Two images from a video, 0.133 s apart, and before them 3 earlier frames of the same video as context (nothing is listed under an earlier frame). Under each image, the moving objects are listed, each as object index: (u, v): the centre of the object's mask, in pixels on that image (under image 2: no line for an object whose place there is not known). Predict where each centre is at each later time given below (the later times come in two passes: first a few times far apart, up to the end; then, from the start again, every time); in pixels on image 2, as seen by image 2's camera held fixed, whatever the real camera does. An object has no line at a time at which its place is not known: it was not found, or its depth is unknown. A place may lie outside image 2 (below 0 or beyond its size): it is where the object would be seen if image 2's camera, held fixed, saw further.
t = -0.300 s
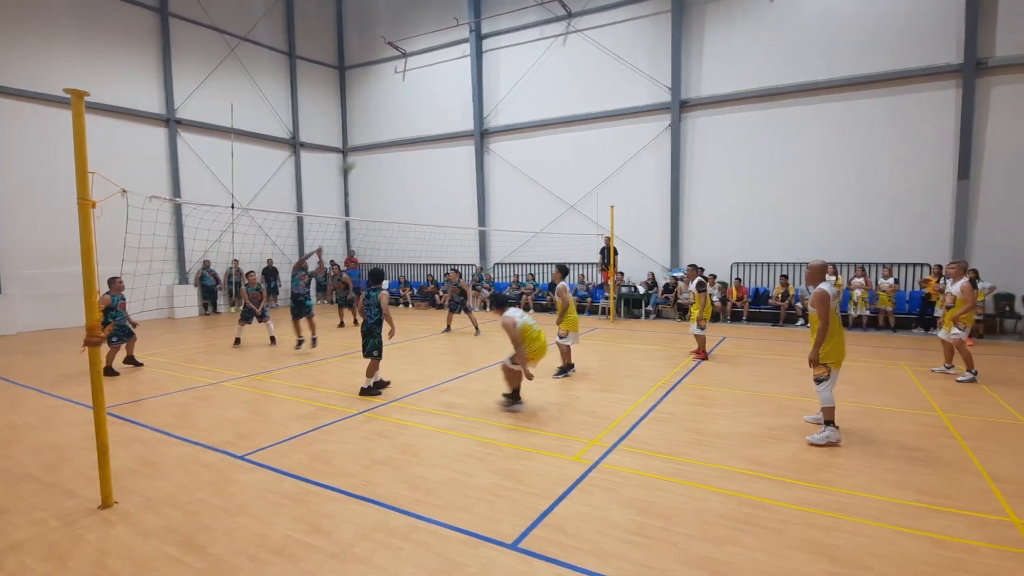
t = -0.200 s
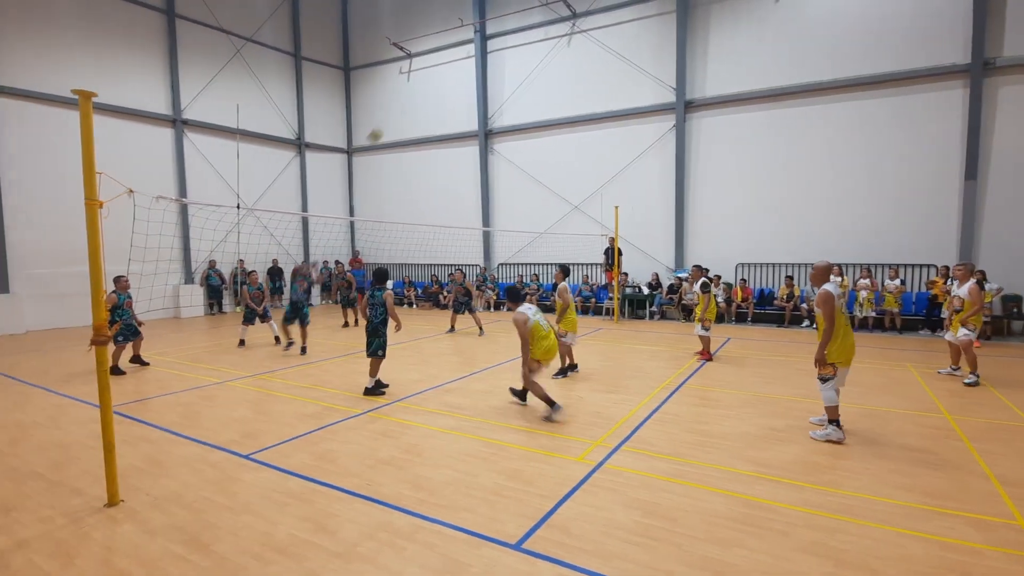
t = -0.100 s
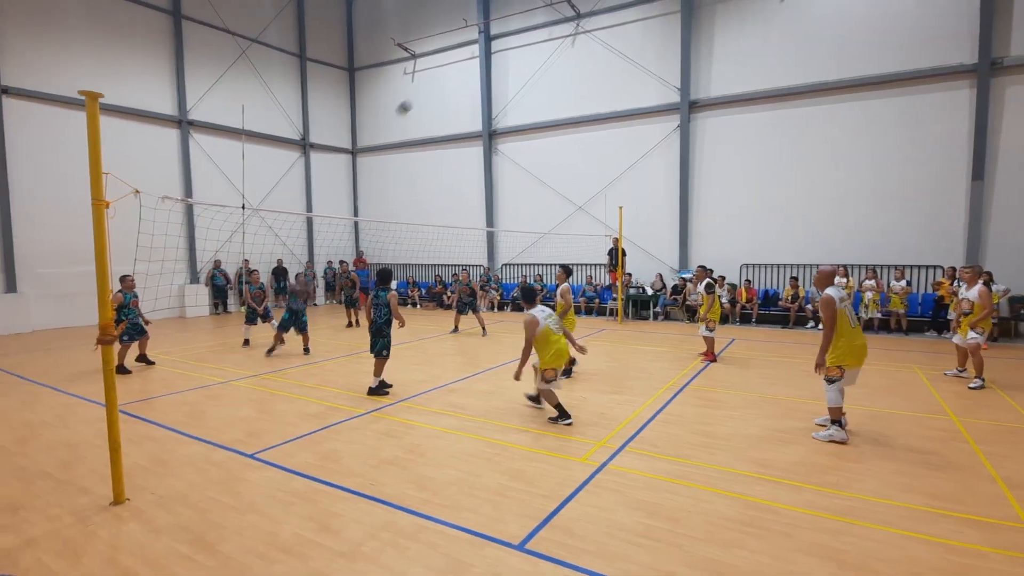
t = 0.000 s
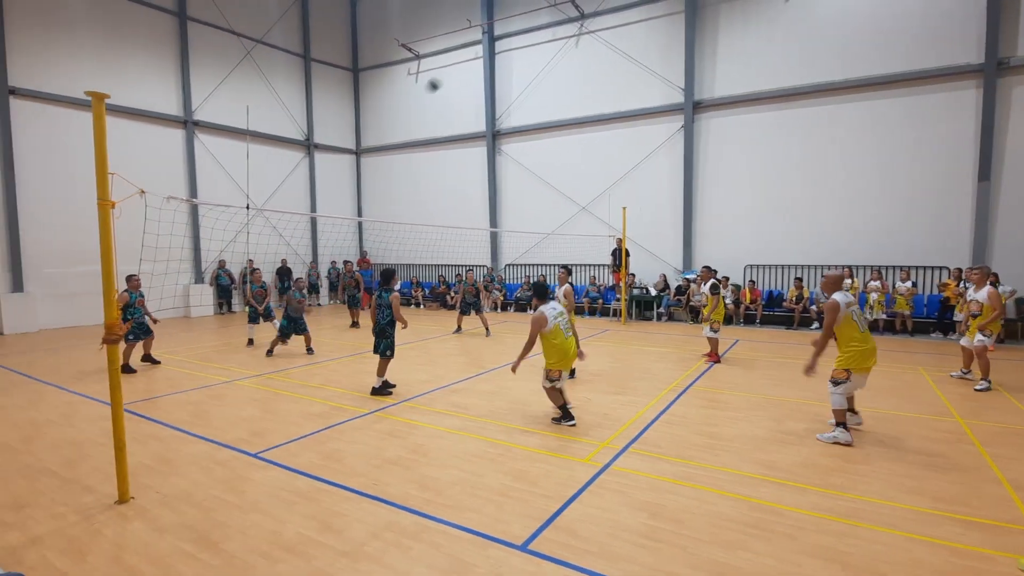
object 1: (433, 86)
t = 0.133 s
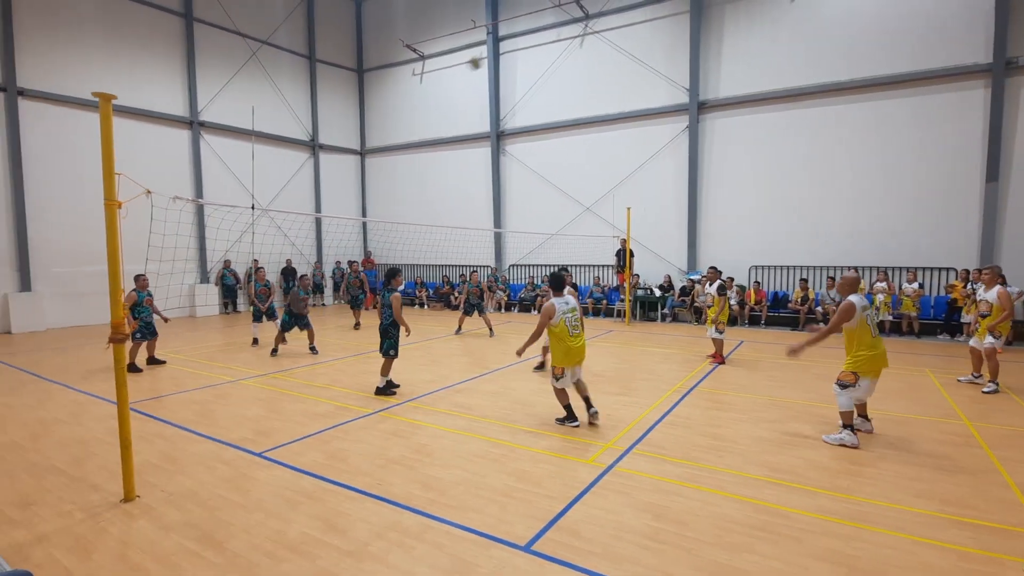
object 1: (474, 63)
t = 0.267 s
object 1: (515, 51)
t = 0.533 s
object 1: (606, 66)
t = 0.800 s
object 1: (710, 144)
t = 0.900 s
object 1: (754, 196)
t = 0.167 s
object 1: (484, 59)
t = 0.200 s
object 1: (494, 54)
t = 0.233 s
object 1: (503, 53)
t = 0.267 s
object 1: (515, 51)
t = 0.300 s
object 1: (525, 50)
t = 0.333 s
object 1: (536, 50)
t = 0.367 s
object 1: (547, 50)
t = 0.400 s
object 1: (558, 51)
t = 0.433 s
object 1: (570, 54)
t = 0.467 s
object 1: (581, 56)
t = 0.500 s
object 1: (593, 61)
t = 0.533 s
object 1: (606, 66)
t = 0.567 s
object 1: (618, 72)
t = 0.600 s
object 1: (630, 80)
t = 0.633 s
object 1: (643, 87)
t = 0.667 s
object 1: (654, 96)
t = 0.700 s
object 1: (669, 107)
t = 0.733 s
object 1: (682, 119)
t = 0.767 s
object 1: (696, 130)
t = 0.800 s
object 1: (710, 144)
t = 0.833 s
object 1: (724, 160)
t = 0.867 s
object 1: (739, 178)
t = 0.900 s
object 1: (754, 196)
